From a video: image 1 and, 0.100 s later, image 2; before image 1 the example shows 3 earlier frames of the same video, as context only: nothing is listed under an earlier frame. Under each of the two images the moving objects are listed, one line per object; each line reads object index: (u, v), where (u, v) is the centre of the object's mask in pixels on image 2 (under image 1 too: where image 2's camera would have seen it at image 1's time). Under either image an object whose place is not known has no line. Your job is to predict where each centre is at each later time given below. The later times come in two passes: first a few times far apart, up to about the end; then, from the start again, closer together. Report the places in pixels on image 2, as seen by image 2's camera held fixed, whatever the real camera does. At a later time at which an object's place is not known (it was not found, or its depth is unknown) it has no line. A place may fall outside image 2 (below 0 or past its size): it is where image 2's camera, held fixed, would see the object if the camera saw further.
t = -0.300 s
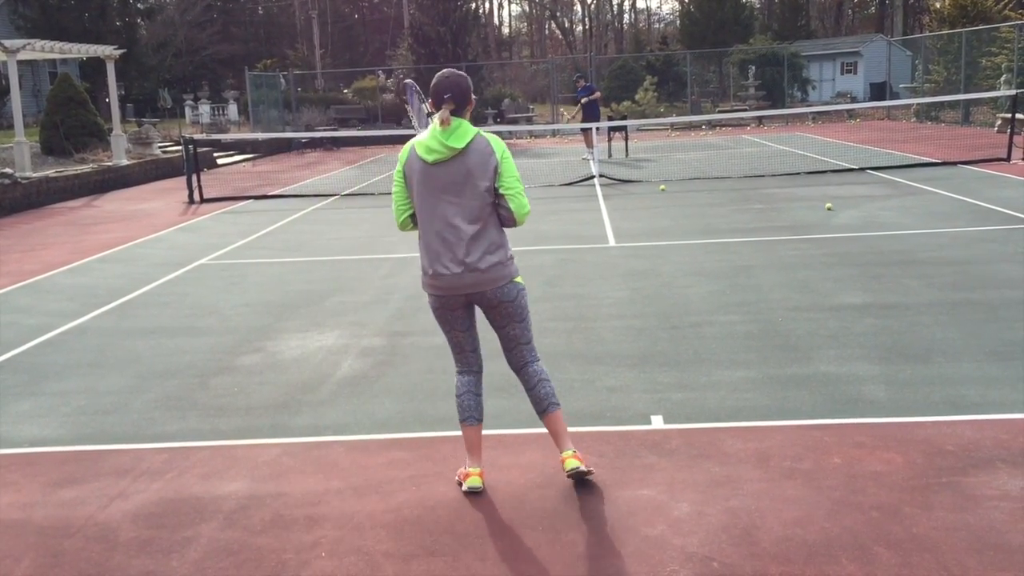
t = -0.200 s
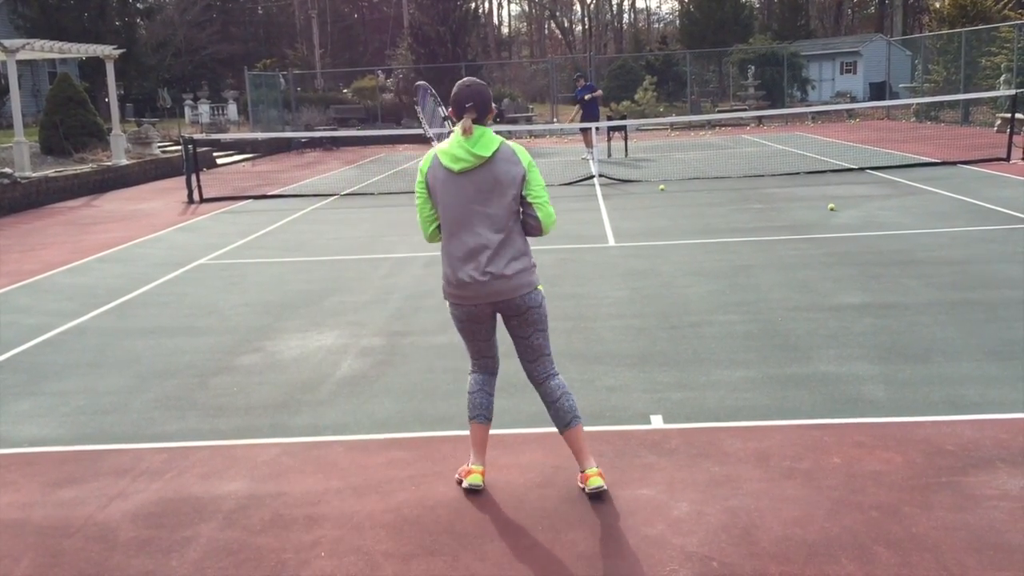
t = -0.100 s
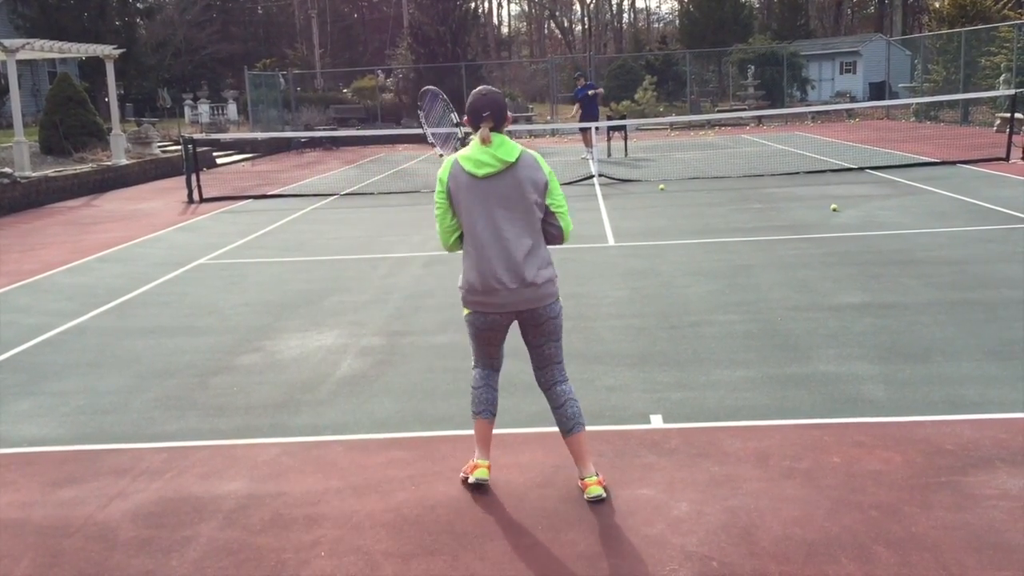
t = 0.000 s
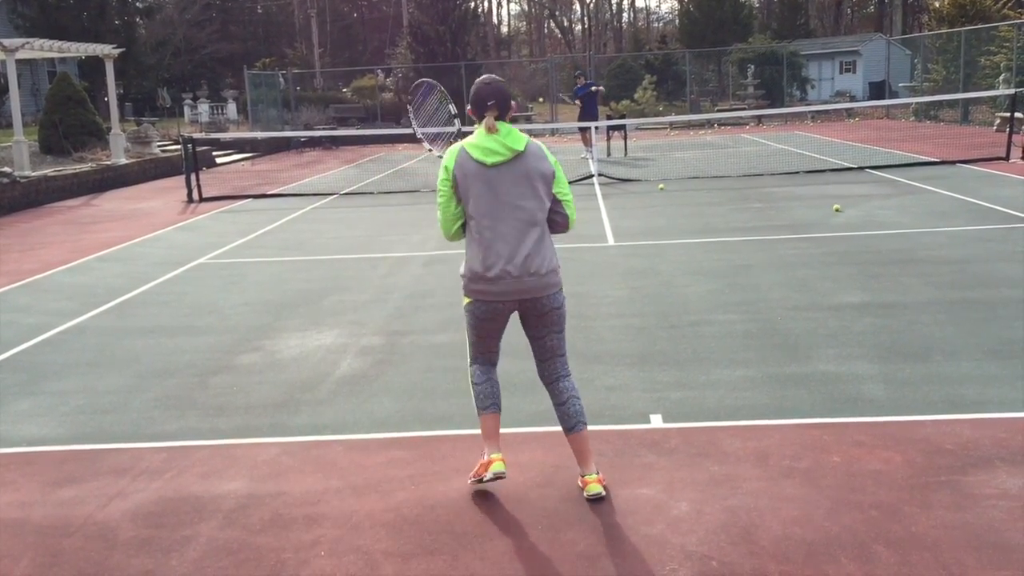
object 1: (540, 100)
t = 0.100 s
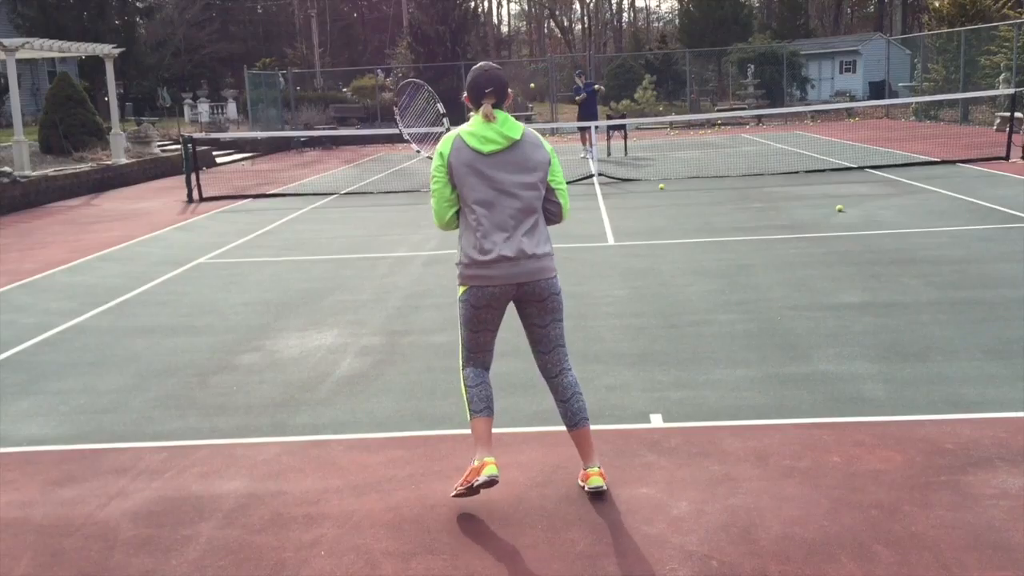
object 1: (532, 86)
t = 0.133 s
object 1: (529, 82)
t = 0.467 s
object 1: (486, 80)
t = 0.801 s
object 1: (413, 202)
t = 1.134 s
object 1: (303, 232)
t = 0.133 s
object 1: (529, 82)
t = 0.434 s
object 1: (491, 77)
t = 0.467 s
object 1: (486, 80)
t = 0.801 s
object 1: (413, 202)
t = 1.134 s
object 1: (303, 232)
